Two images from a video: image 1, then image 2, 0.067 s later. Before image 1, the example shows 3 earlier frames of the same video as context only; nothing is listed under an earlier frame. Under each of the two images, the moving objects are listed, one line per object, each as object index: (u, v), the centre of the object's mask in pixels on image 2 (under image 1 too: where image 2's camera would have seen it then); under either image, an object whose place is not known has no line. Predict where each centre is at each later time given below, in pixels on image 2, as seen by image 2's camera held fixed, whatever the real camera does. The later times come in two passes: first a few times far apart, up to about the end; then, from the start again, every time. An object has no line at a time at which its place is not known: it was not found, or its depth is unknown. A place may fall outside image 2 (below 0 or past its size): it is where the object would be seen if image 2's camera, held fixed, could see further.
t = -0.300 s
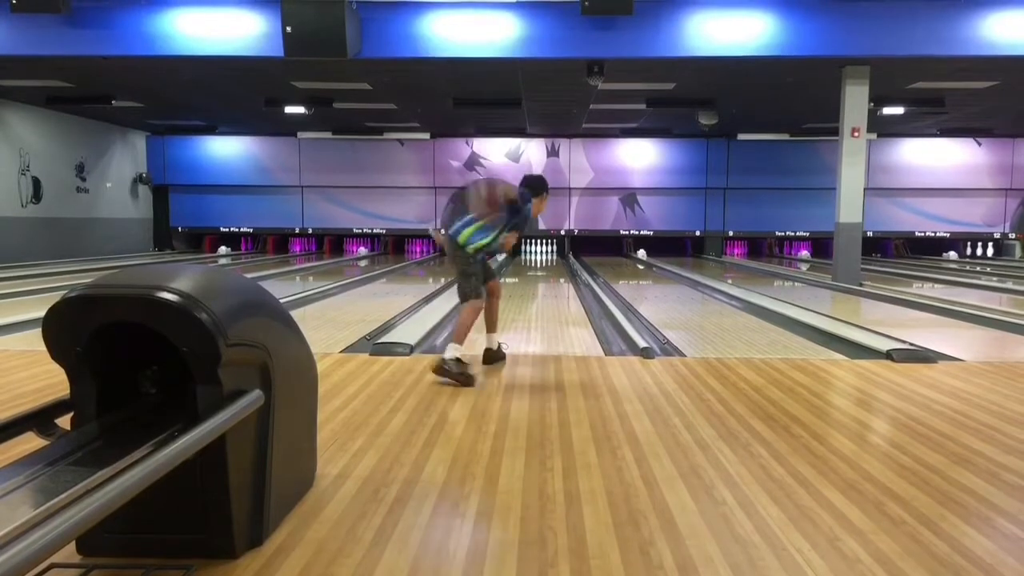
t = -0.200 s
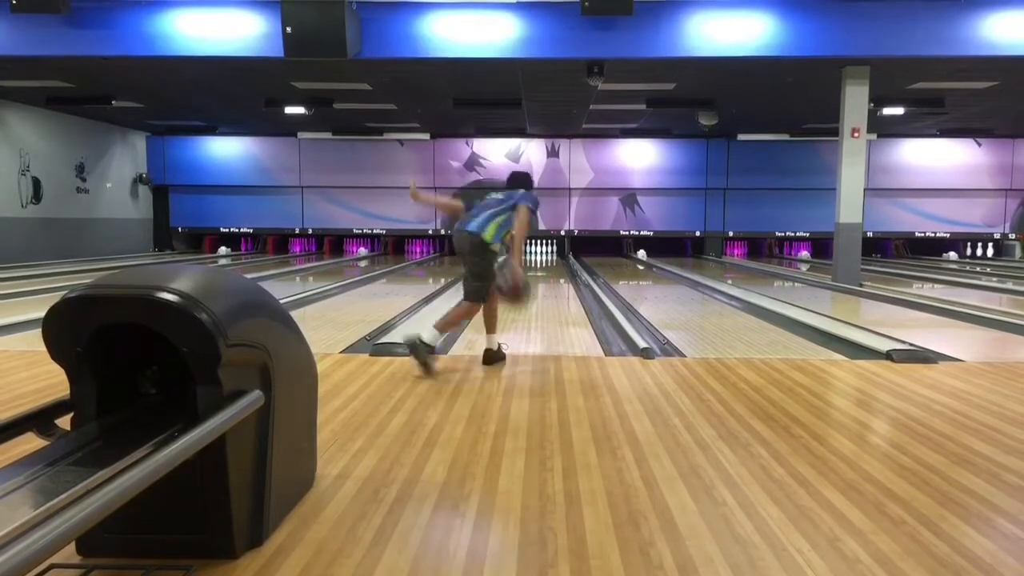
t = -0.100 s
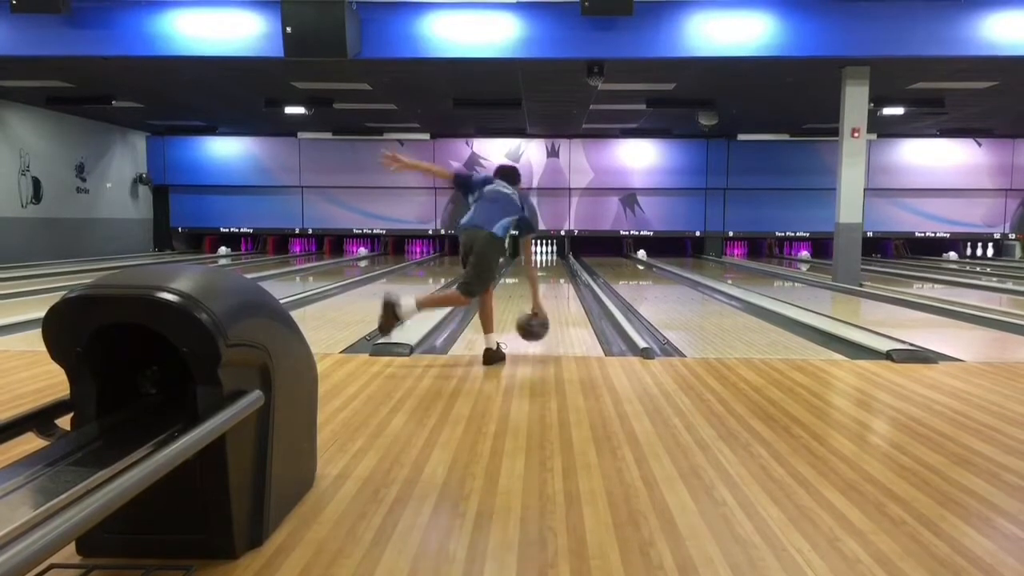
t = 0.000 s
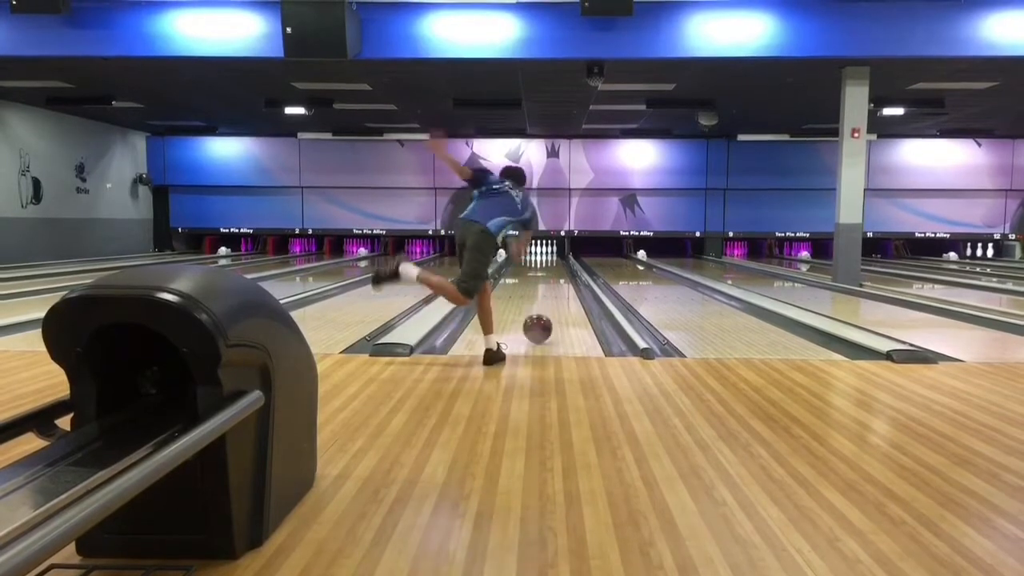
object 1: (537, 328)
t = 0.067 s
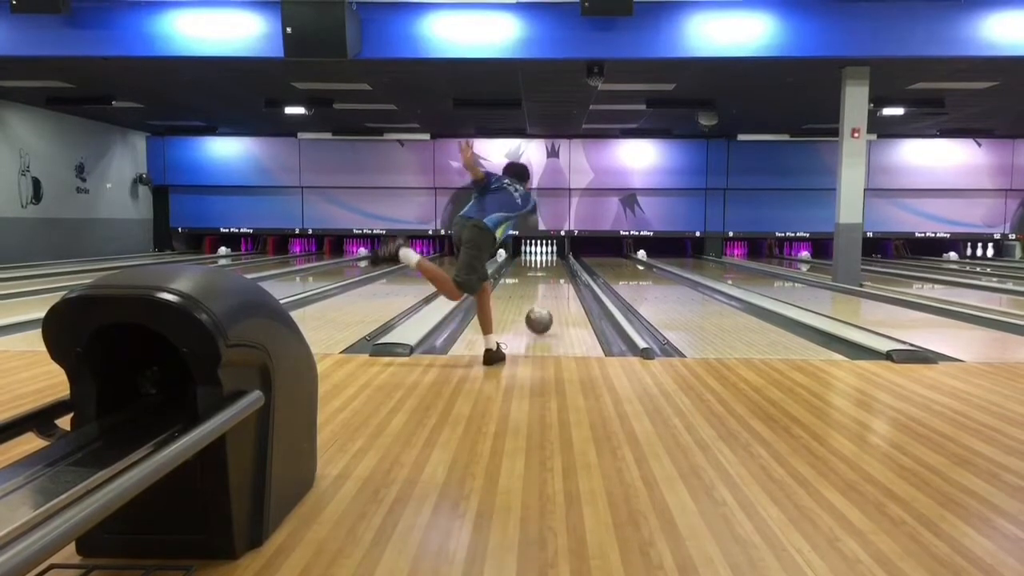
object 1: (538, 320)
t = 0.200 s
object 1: (542, 310)
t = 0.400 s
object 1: (544, 297)
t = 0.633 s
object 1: (546, 286)
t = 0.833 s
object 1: (547, 280)
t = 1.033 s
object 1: (547, 274)
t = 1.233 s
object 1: (549, 269)
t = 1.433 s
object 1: (549, 266)
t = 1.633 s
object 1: (549, 263)
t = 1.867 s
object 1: (549, 260)
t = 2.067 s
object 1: (548, 257)
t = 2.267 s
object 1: (548, 255)
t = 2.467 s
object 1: (546, 253)
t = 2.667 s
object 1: (545, 253)
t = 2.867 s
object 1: (542, 251)
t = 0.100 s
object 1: (540, 318)
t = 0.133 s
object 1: (540, 315)
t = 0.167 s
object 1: (541, 313)
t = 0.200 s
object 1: (542, 310)
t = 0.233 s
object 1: (542, 307)
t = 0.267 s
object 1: (543, 305)
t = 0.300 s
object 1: (543, 303)
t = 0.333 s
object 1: (544, 300)
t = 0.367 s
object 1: (544, 299)
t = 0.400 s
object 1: (544, 297)
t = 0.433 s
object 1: (544, 295)
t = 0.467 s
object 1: (545, 293)
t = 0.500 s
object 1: (546, 292)
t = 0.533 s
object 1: (546, 291)
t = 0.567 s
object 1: (546, 289)
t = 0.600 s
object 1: (546, 288)
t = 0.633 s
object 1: (546, 286)
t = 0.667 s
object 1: (546, 285)
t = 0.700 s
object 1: (546, 284)
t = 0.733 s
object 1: (547, 283)
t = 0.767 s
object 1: (547, 282)
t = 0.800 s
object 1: (547, 281)
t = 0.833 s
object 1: (547, 280)
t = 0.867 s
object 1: (547, 279)
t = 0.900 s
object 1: (549, 279)
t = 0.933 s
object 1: (548, 277)
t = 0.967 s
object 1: (548, 276)
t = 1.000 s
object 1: (548, 274)
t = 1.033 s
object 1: (547, 274)
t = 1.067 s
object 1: (547, 273)
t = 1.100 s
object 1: (549, 272)
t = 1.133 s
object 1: (549, 272)
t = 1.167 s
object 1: (549, 271)
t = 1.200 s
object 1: (549, 270)
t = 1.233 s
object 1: (549, 269)
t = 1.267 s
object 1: (548, 269)
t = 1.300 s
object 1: (549, 268)
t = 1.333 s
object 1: (549, 267)
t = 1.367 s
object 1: (549, 266)
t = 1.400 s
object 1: (549, 266)
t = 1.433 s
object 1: (549, 266)
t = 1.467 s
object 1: (549, 265)
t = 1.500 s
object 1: (548, 264)
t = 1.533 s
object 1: (549, 264)
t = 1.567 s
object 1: (549, 263)
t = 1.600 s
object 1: (549, 263)
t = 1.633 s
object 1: (549, 263)
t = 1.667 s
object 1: (548, 262)
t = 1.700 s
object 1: (549, 262)
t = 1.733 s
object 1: (550, 261)
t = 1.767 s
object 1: (550, 260)
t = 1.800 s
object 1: (549, 260)
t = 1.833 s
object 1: (548, 260)
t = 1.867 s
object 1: (549, 260)
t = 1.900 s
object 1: (549, 259)
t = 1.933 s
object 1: (549, 259)
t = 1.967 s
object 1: (549, 259)
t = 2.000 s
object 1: (548, 259)
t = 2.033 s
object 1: (548, 258)
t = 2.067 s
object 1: (548, 257)
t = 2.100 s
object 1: (548, 258)
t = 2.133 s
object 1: (549, 257)
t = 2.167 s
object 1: (548, 256)
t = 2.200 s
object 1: (548, 256)
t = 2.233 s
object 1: (548, 256)
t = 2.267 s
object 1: (548, 255)
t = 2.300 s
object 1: (547, 254)
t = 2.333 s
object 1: (547, 255)
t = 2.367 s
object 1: (547, 254)
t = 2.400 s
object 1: (547, 253)
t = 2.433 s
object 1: (547, 254)
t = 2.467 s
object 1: (546, 253)
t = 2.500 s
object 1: (546, 253)
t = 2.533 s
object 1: (545, 253)
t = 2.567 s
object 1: (545, 253)
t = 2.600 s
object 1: (545, 252)
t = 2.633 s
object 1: (545, 252)
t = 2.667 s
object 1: (545, 253)
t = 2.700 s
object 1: (544, 252)
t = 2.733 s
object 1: (544, 252)
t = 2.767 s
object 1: (544, 252)
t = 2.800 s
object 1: (543, 252)
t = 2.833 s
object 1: (542, 252)
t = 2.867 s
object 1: (542, 251)
